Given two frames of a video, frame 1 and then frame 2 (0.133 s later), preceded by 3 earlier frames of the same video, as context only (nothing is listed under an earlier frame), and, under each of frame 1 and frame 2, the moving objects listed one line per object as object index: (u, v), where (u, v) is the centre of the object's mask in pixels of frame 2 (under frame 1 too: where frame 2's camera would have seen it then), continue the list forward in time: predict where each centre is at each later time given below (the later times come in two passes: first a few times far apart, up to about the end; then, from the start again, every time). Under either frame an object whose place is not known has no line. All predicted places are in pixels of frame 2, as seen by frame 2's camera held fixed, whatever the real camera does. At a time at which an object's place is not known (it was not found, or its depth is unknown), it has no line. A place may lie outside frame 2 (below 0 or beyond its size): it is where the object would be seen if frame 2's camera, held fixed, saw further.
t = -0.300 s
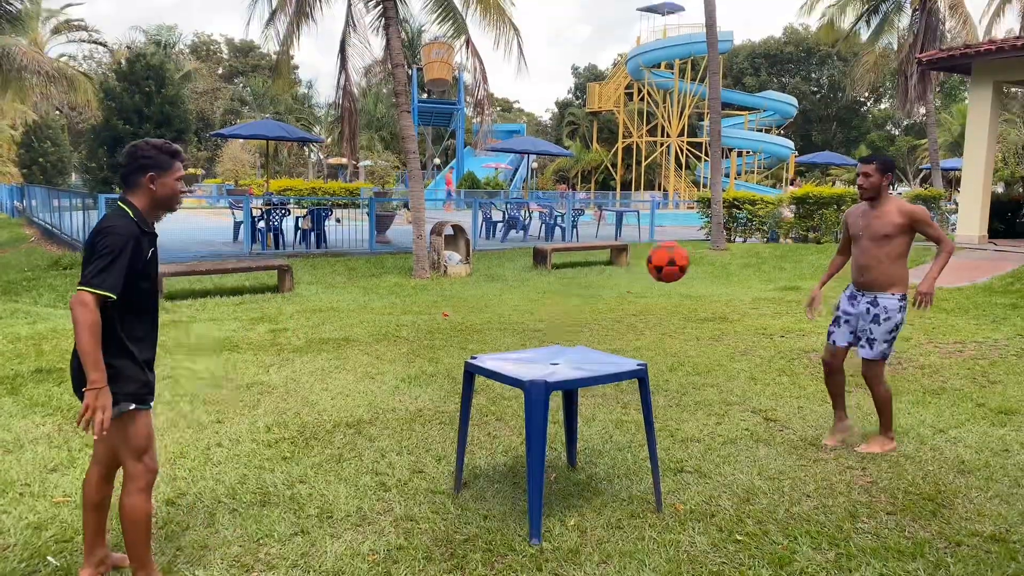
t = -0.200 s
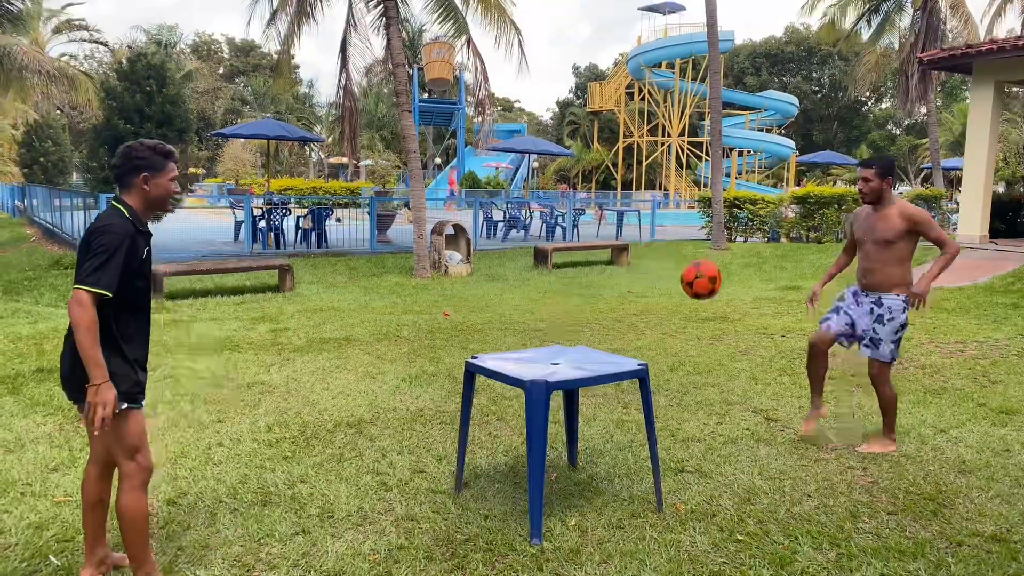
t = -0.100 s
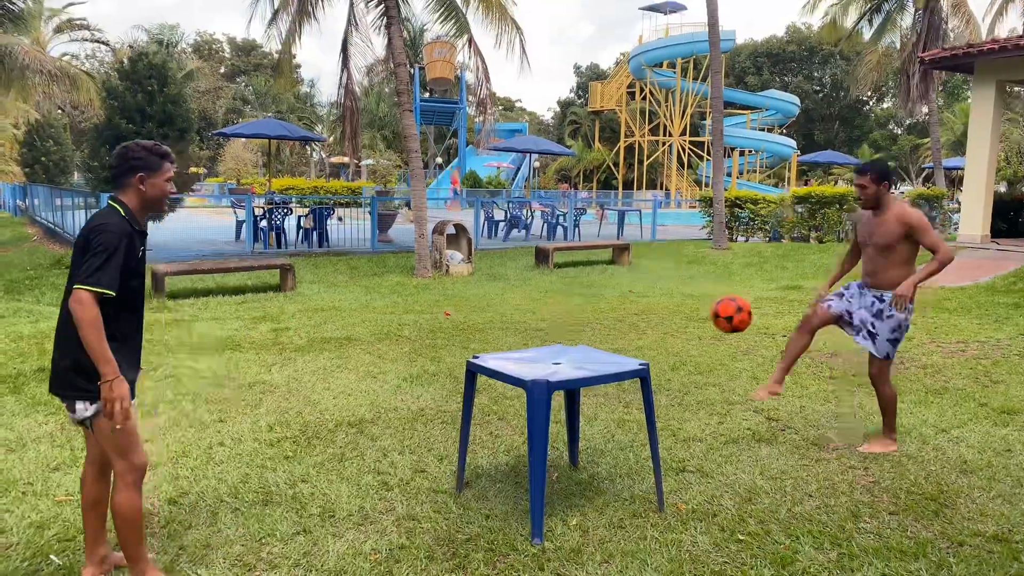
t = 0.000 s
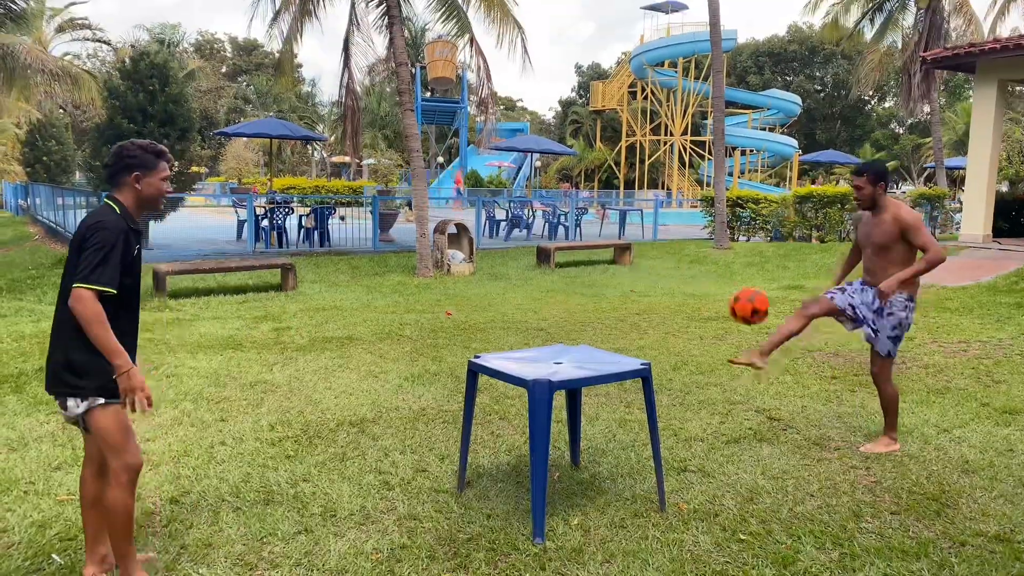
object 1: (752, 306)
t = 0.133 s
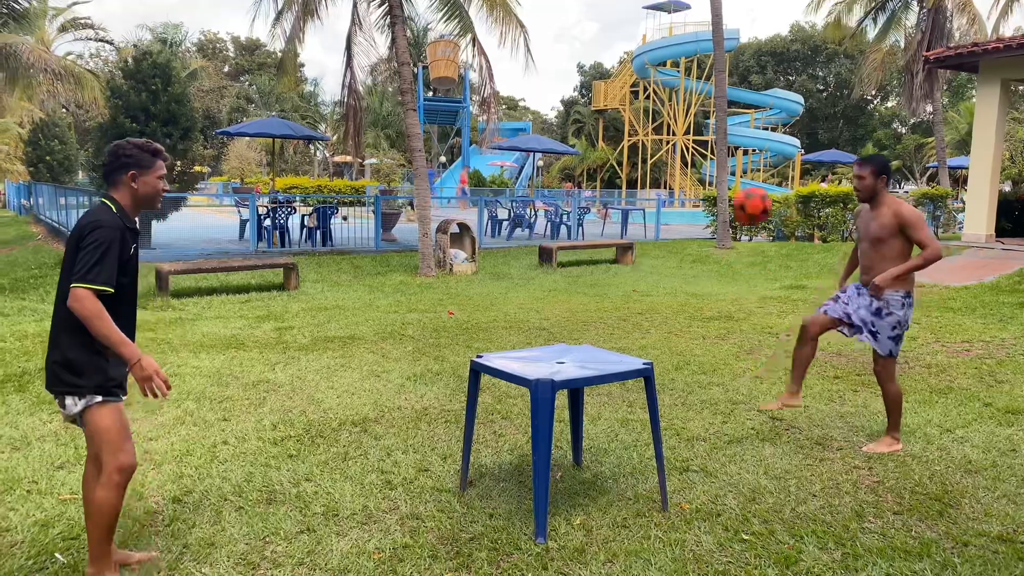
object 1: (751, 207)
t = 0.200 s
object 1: (750, 167)
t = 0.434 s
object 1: (742, 94)
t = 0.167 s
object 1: (751, 187)
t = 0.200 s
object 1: (750, 167)
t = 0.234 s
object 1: (750, 152)
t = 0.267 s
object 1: (750, 137)
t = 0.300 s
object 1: (746, 124)
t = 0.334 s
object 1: (746, 113)
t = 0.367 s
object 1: (745, 104)
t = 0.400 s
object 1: (743, 98)
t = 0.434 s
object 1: (742, 94)
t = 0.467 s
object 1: (739, 90)
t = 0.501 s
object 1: (738, 90)
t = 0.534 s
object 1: (735, 92)
